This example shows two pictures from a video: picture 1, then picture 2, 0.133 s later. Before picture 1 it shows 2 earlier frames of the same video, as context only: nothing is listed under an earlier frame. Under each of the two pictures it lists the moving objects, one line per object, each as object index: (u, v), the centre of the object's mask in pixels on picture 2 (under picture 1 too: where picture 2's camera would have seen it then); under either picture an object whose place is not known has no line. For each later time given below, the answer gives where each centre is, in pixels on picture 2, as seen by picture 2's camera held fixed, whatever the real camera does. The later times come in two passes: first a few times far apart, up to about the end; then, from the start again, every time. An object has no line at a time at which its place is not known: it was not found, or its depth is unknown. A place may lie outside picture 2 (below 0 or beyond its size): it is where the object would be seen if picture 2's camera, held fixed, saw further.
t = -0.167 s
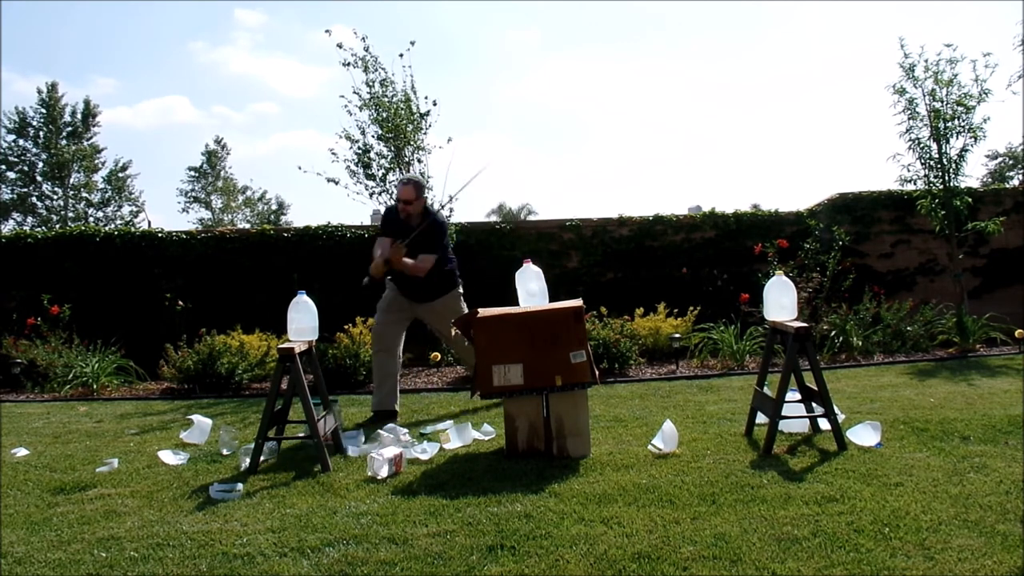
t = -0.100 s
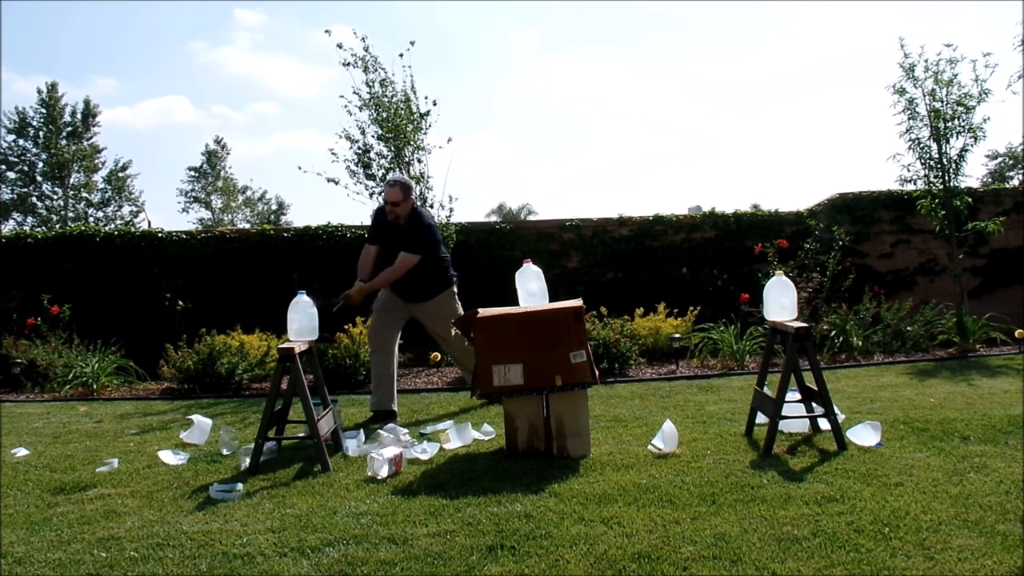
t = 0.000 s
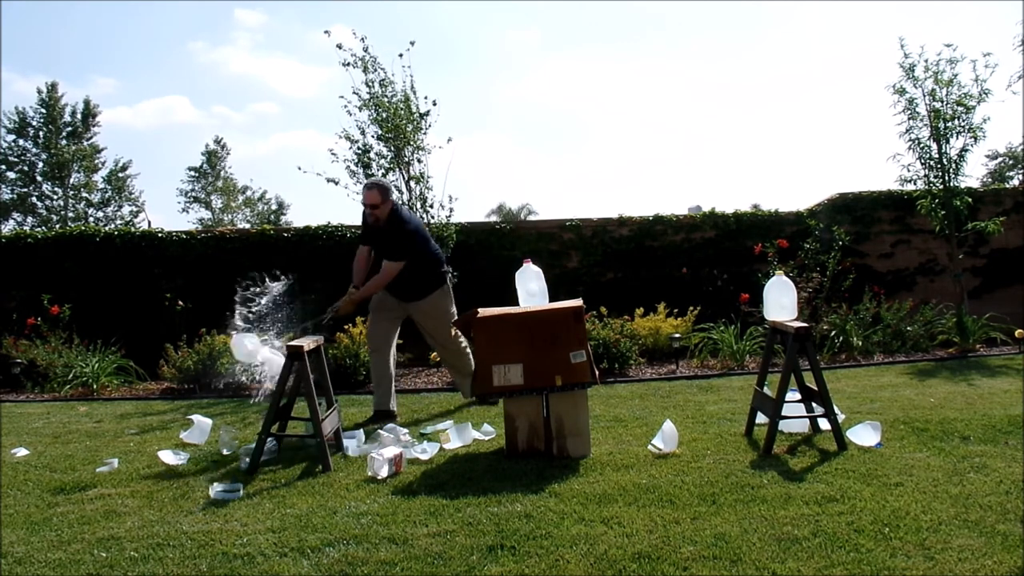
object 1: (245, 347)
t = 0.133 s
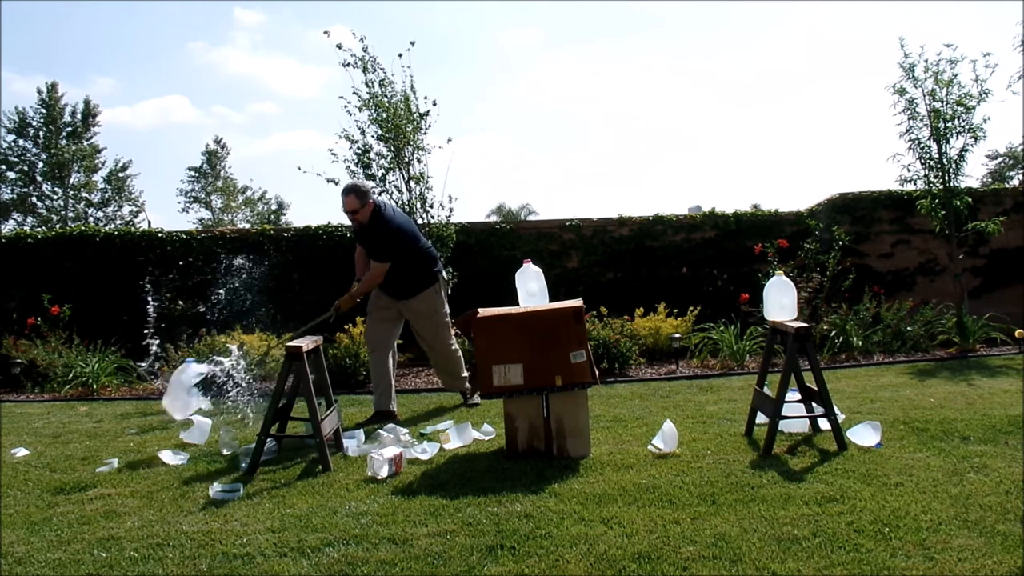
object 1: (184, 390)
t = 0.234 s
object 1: (131, 440)
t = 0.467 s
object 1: (87, 420)
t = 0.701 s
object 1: (44, 437)
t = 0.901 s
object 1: (31, 433)
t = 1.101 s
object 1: (35, 435)
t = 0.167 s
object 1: (165, 407)
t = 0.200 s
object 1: (147, 428)
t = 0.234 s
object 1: (131, 440)
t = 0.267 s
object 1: (123, 438)
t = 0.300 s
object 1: (120, 432)
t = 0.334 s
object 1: (114, 426)
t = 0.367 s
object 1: (106, 423)
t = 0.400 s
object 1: (99, 421)
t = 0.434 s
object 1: (93, 419)
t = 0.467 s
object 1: (87, 420)
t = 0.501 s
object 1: (81, 420)
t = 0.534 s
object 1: (75, 423)
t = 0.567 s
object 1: (70, 425)
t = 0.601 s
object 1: (63, 429)
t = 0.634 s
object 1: (52, 434)
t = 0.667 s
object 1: (47, 438)
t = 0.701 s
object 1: (44, 437)
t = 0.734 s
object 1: (42, 435)
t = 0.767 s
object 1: (36, 435)
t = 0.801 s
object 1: (34, 435)
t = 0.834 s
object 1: (34, 434)
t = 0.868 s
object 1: (32, 433)
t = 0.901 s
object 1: (31, 433)
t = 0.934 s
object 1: (30, 434)
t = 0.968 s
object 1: (29, 434)
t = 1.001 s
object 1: (29, 435)
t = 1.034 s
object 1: (30, 435)
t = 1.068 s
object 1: (33, 435)
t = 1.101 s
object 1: (35, 435)
